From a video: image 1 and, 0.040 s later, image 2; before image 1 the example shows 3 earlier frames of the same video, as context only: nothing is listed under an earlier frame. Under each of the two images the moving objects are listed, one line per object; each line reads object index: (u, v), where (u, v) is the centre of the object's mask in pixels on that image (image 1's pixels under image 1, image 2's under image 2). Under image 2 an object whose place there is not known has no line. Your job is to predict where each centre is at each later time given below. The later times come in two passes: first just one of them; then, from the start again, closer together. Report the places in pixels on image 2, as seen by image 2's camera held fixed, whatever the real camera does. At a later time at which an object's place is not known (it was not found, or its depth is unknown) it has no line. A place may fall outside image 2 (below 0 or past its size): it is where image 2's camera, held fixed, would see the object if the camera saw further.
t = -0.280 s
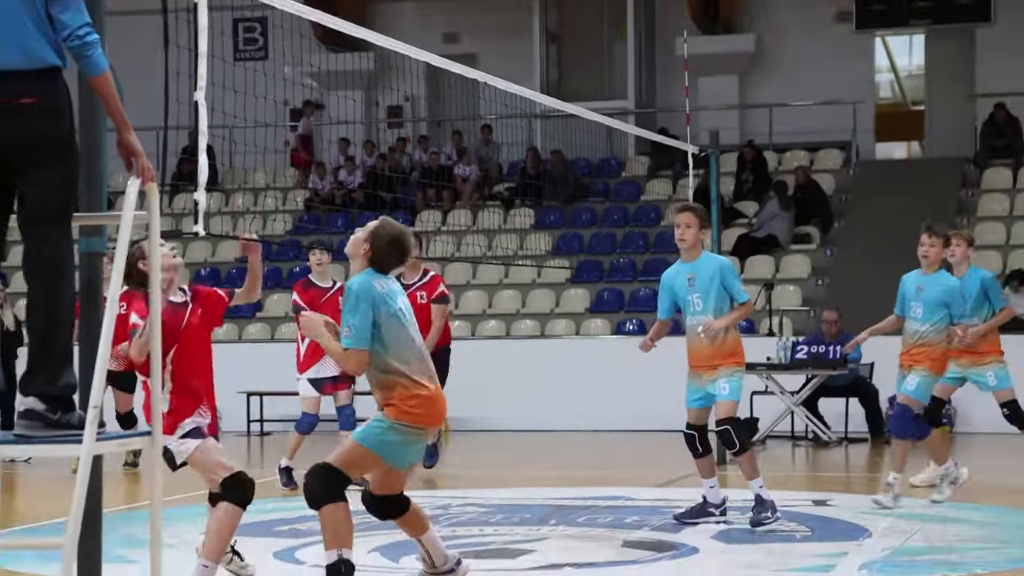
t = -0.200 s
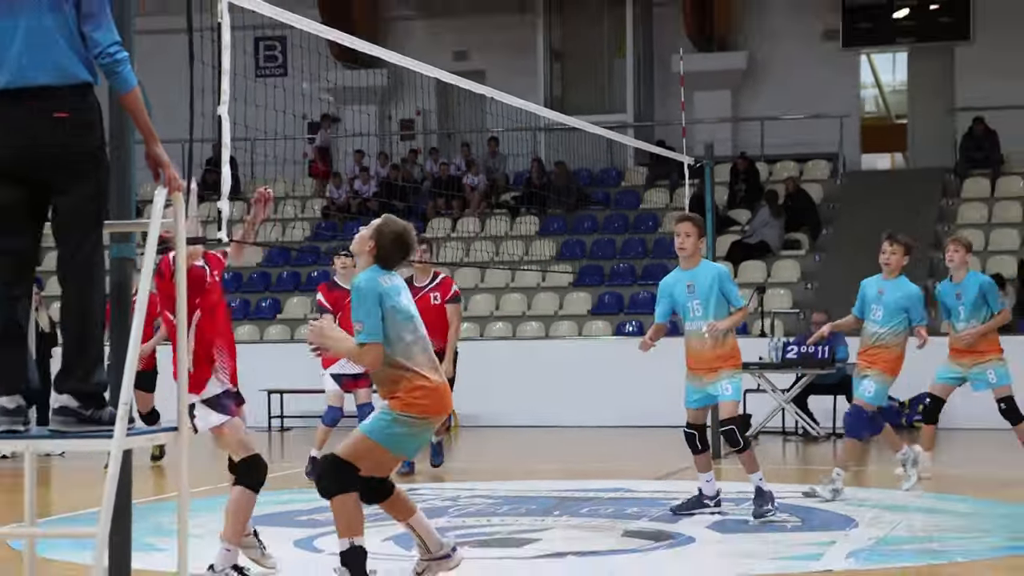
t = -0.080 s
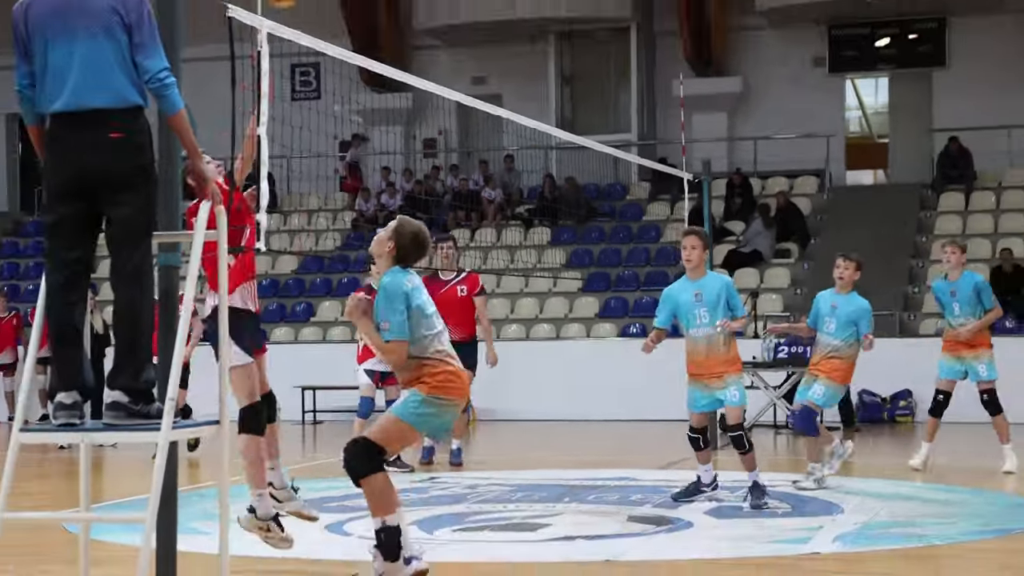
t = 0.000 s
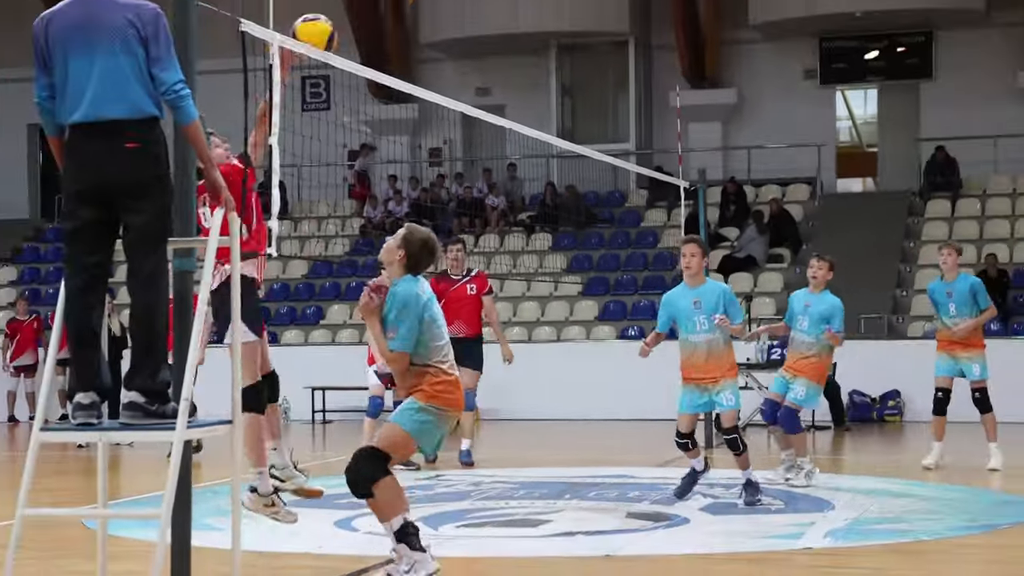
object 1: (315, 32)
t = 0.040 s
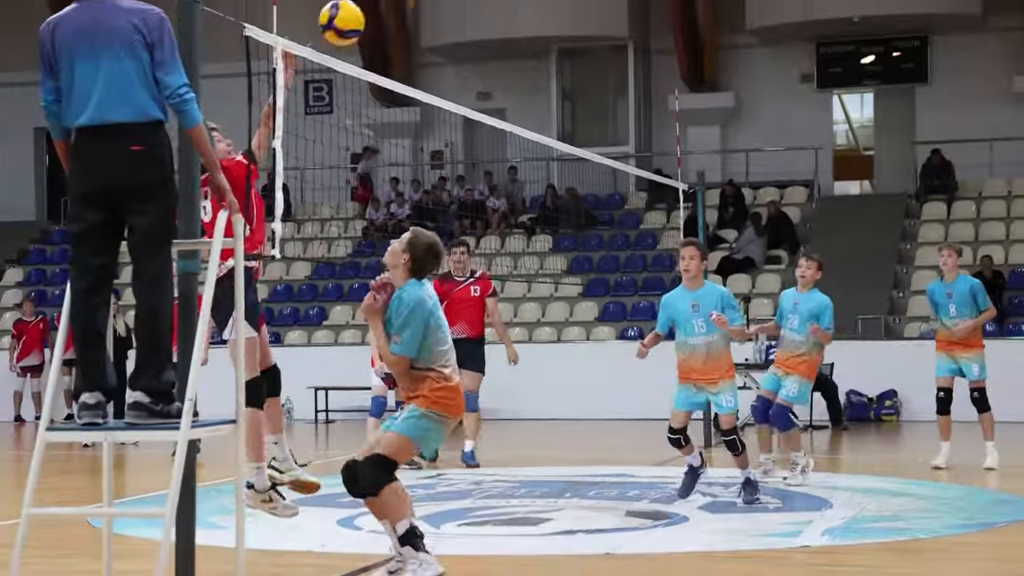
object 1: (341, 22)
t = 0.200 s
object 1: (446, -20)
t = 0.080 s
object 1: (368, 9)
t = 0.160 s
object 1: (420, -12)
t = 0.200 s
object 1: (446, -20)
